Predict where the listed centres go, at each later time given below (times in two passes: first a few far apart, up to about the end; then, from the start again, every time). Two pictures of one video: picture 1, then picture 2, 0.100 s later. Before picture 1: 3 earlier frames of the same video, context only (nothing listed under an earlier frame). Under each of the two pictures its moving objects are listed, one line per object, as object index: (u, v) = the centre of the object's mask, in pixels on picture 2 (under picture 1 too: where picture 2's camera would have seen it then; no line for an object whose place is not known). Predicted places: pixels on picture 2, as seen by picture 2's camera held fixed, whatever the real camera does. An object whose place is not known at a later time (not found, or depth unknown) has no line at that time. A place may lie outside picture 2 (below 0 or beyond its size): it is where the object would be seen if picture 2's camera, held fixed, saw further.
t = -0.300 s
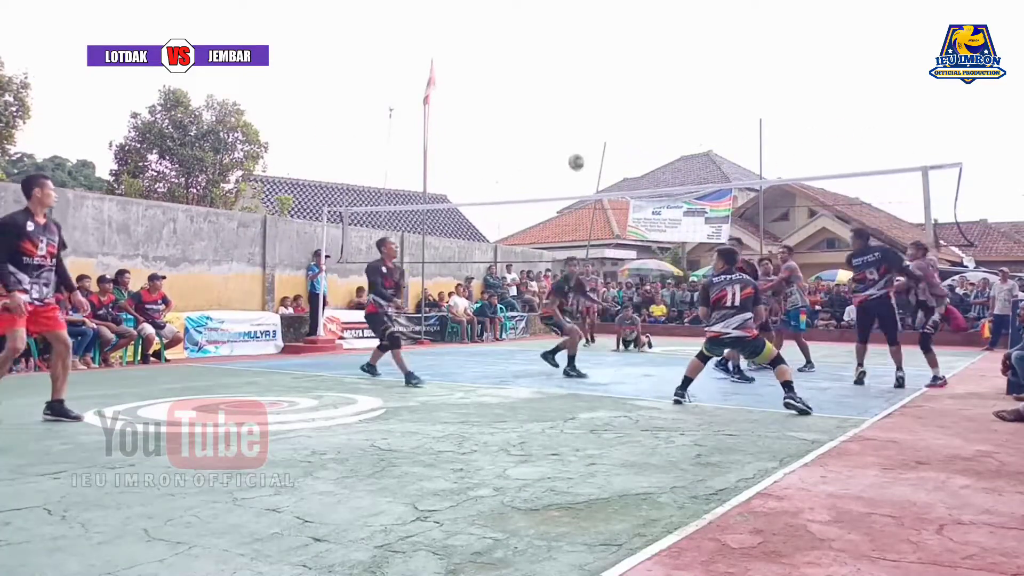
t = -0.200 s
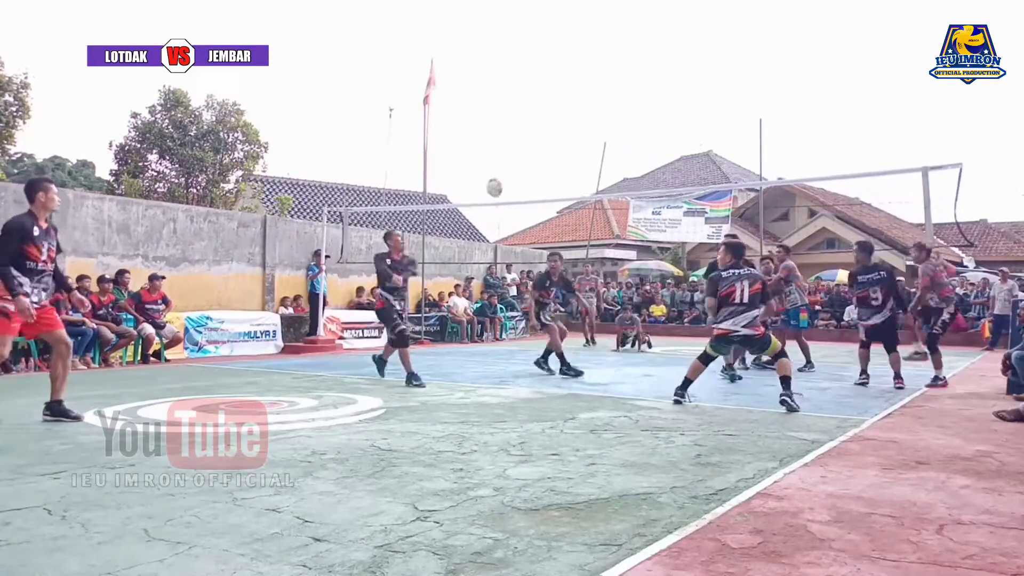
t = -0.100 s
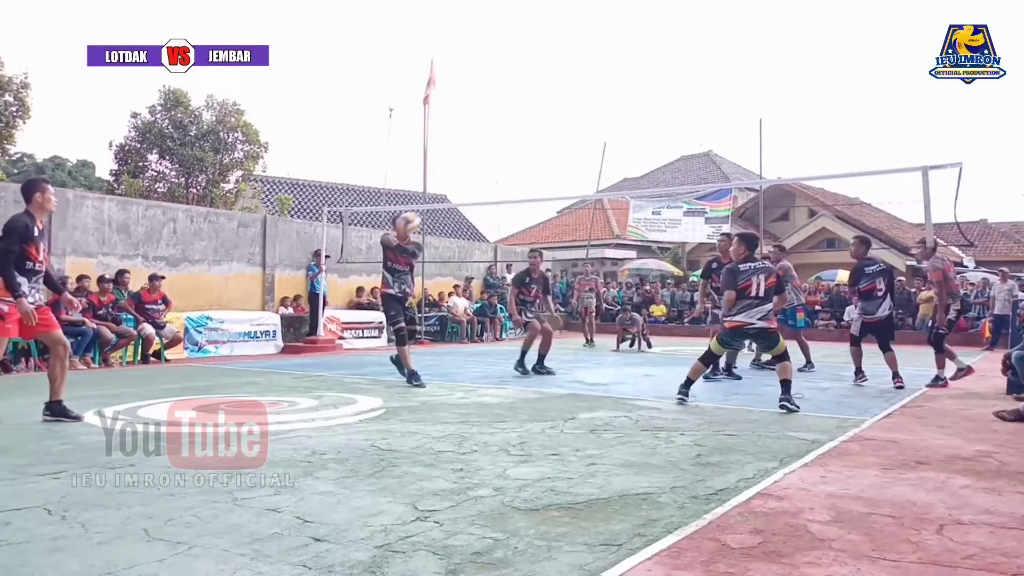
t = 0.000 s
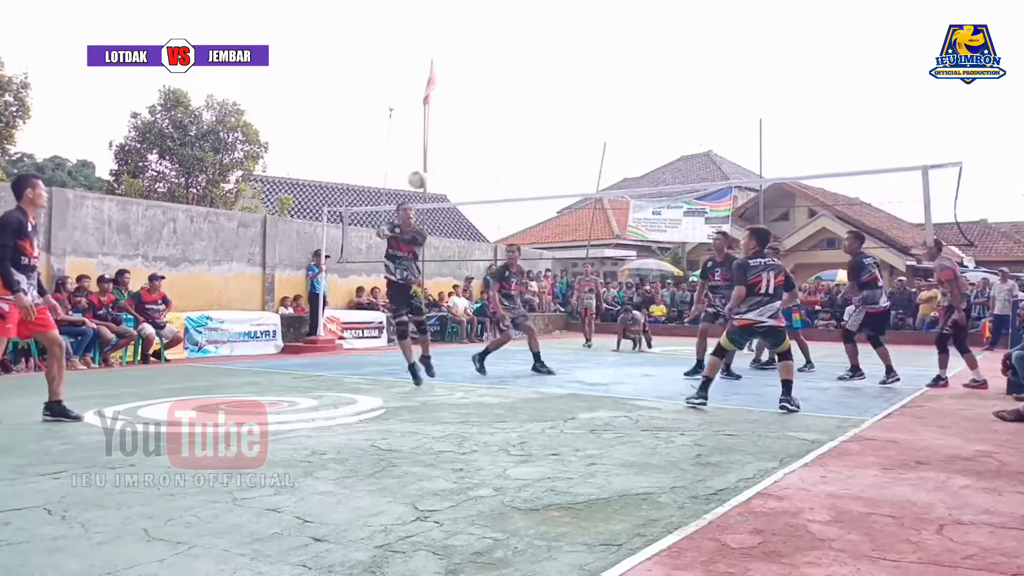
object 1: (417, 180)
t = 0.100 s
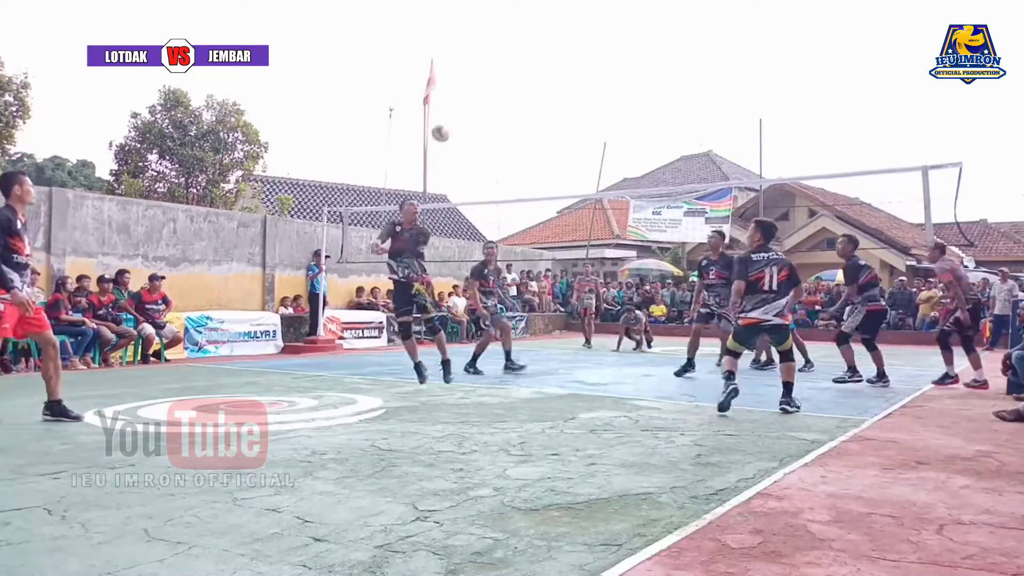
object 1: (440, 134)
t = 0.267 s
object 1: (478, 79)
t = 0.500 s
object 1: (527, 49)
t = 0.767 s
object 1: (578, 74)
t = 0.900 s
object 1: (601, 107)
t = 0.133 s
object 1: (448, 120)
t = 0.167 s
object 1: (456, 108)
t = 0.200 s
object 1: (464, 97)
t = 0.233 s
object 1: (470, 88)
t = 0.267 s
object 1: (478, 79)
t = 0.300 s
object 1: (485, 72)
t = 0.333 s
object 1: (492, 66)
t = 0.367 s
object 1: (499, 60)
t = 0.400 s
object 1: (506, 56)
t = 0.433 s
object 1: (513, 53)
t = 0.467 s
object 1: (520, 51)
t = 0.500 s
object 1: (527, 49)
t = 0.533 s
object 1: (533, 49)
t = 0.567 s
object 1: (539, 49)
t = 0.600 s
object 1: (546, 51)
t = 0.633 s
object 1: (553, 54)
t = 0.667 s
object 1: (559, 57)
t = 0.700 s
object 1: (565, 62)
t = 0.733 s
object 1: (571, 67)
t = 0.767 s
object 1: (578, 74)
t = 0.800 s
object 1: (584, 80)
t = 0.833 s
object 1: (590, 88)
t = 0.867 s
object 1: (596, 97)
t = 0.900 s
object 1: (601, 107)
